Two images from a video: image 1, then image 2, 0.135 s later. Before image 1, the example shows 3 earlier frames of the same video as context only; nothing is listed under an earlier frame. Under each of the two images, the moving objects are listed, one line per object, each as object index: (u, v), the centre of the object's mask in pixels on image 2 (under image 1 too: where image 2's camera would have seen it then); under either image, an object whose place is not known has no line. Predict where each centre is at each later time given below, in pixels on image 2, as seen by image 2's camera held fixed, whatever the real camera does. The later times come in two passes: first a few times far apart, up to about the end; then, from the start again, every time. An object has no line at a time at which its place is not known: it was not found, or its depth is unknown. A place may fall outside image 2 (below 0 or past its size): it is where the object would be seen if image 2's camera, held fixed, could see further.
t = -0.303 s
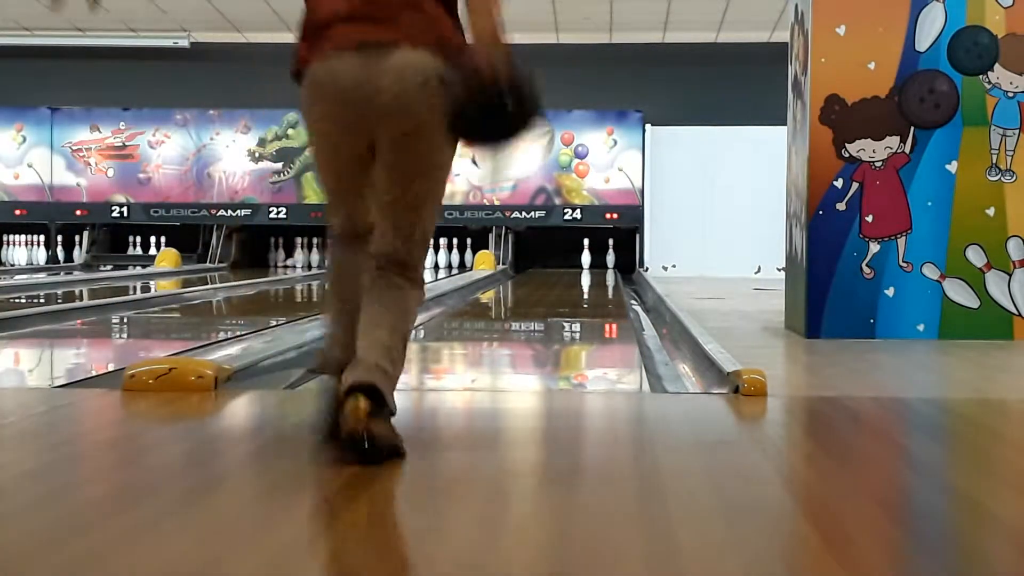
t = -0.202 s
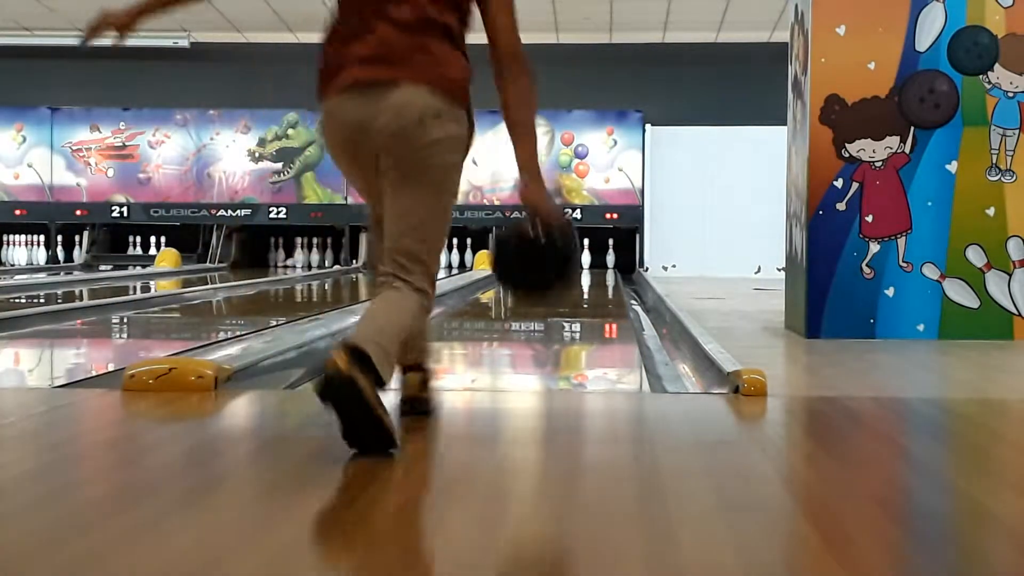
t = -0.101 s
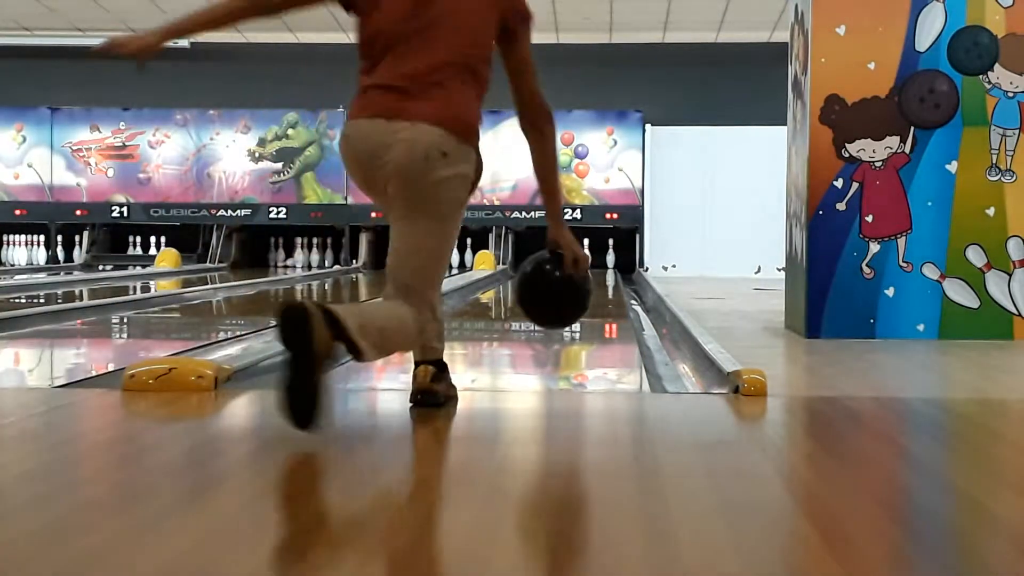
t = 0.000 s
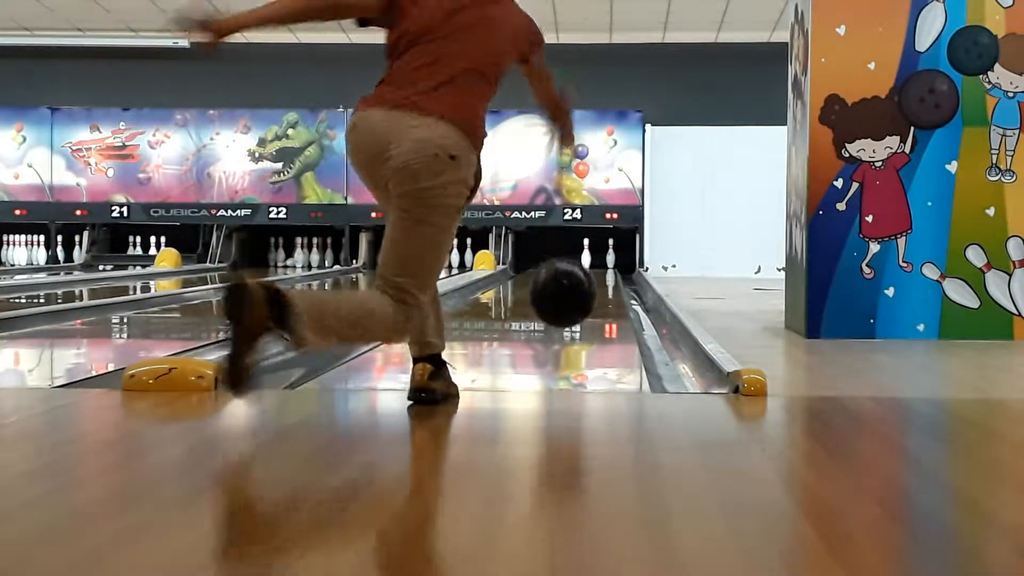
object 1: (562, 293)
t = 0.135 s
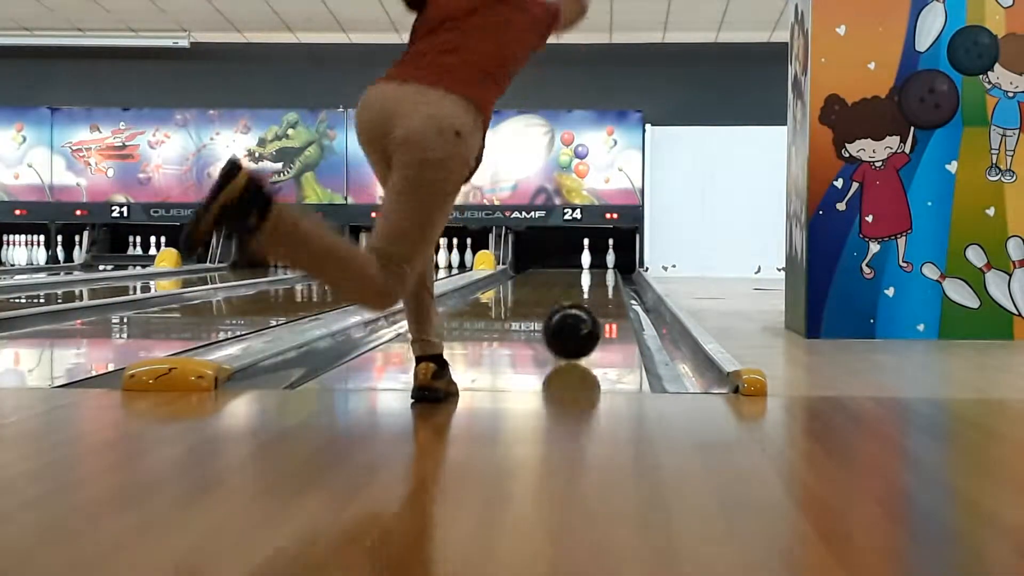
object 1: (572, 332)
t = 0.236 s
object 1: (577, 323)
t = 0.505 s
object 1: (591, 305)
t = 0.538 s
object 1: (596, 299)
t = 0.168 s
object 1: (573, 326)
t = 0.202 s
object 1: (575, 323)
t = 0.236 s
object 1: (577, 323)
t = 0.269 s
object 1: (578, 320)
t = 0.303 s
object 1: (579, 317)
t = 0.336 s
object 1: (581, 315)
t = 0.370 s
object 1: (582, 313)
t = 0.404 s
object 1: (583, 311)
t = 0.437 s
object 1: (584, 309)
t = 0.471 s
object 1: (585, 307)
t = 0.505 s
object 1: (591, 305)
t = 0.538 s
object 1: (596, 299)
